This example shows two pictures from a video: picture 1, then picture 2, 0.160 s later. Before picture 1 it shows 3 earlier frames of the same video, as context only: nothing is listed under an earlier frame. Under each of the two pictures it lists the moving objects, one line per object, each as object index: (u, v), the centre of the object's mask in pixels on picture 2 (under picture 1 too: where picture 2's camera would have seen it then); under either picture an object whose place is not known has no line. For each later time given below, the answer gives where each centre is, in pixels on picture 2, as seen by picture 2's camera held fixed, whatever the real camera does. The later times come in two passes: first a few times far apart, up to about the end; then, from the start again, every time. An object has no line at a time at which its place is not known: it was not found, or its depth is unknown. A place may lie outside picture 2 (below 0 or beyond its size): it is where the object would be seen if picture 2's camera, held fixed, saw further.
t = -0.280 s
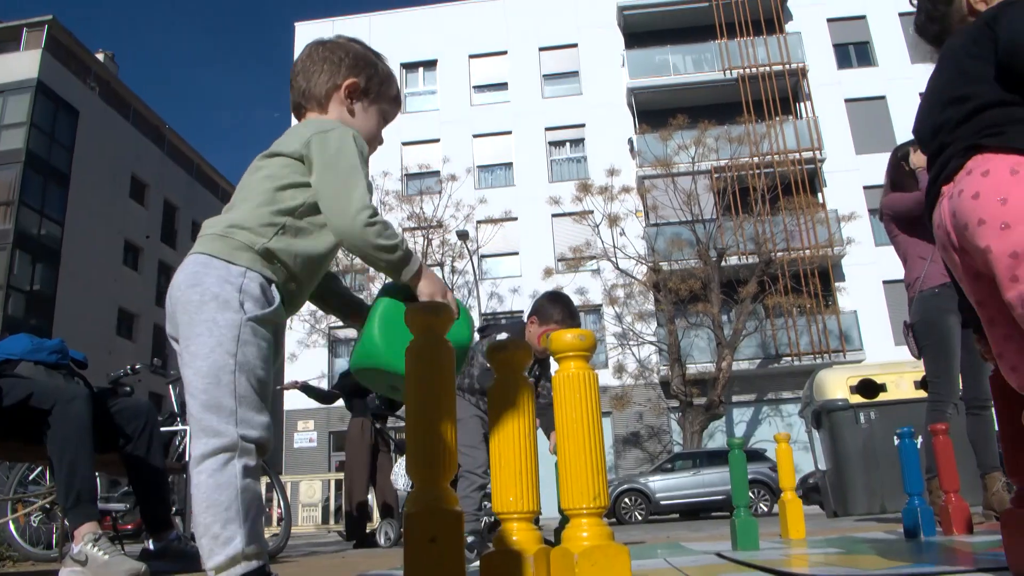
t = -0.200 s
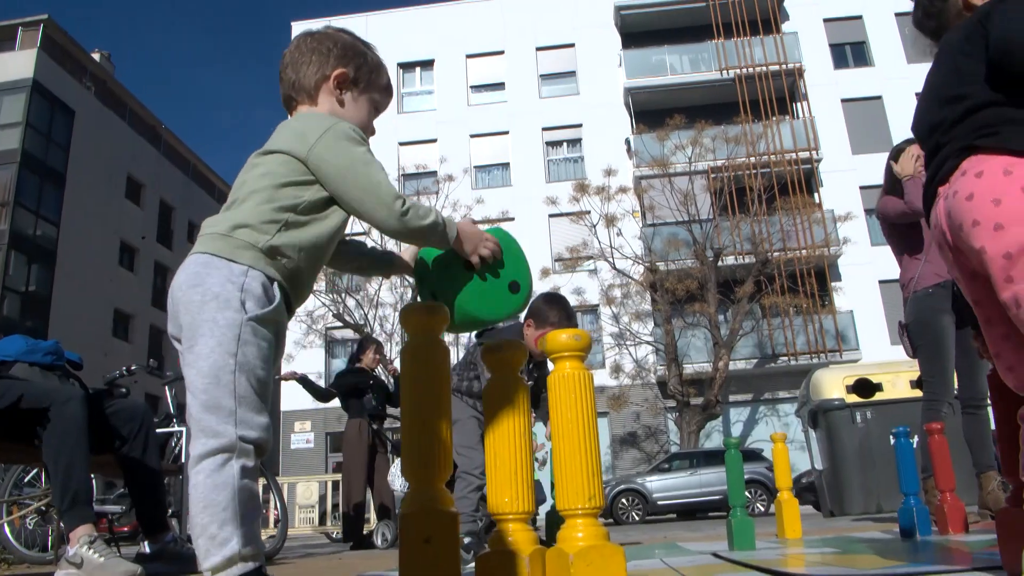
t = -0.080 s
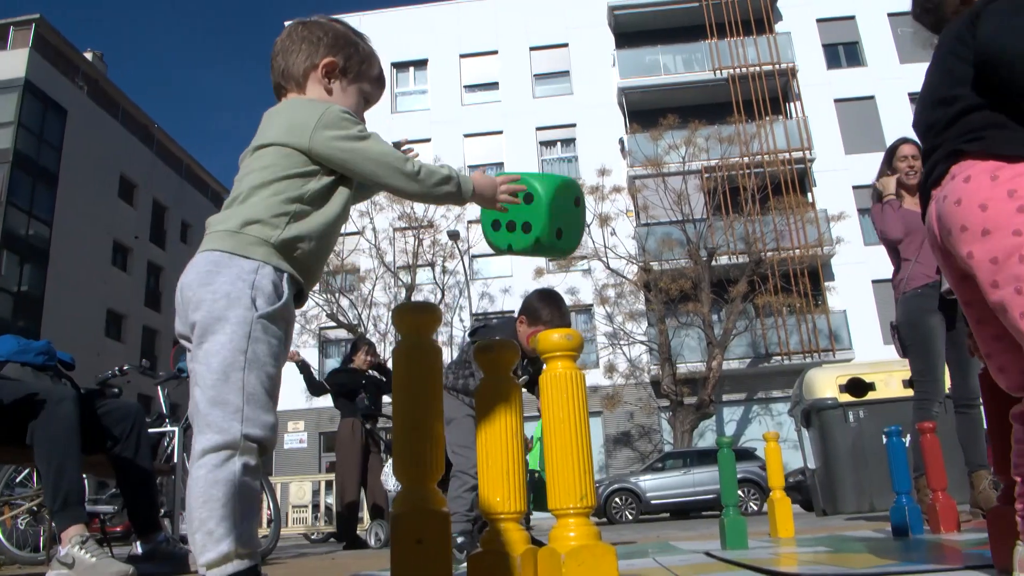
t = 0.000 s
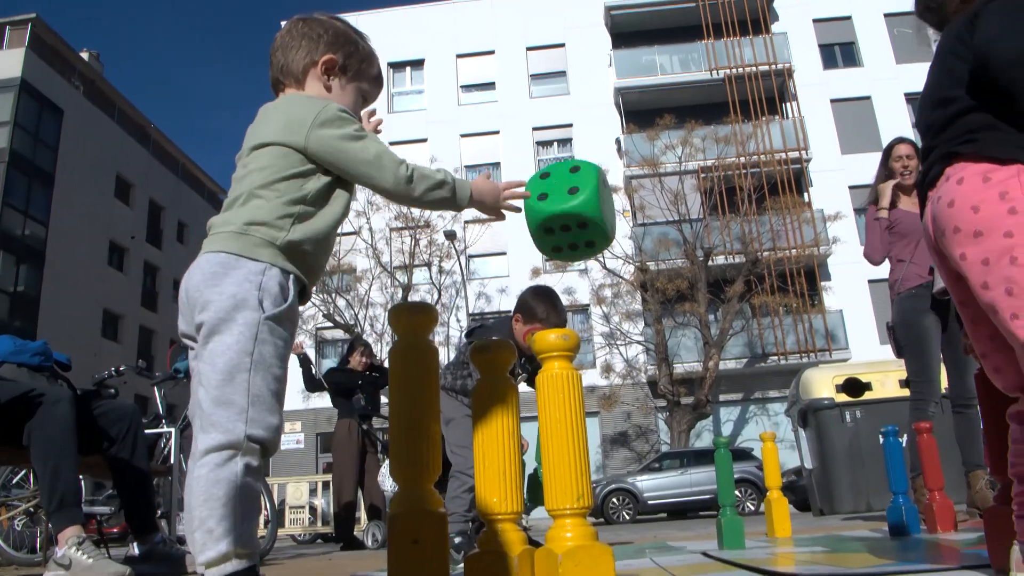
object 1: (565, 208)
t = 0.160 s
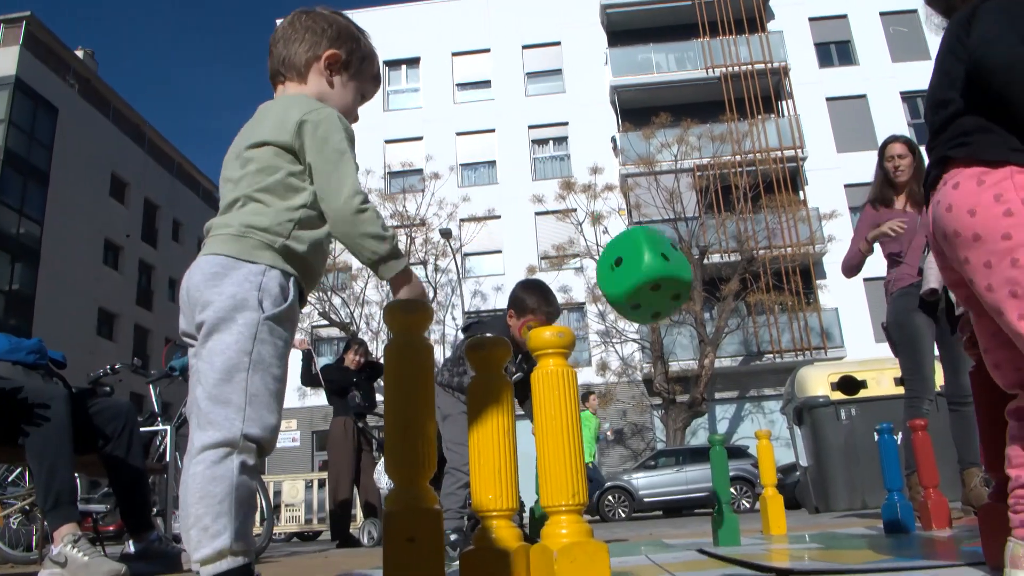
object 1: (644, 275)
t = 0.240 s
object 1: (685, 344)
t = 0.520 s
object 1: (779, 503)
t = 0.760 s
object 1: (826, 507)
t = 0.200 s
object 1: (663, 305)
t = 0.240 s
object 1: (685, 344)
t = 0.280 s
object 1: (706, 386)
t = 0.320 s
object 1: (727, 436)
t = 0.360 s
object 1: (749, 492)
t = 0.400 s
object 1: (761, 512)
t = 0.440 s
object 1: (766, 502)
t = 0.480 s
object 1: (773, 499)
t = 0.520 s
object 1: (779, 503)
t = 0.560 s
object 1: (785, 511)
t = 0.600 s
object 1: (794, 508)
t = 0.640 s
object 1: (803, 506)
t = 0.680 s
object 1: (813, 506)
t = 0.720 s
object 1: (823, 512)
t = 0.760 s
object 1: (826, 507)
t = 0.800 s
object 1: (829, 504)
